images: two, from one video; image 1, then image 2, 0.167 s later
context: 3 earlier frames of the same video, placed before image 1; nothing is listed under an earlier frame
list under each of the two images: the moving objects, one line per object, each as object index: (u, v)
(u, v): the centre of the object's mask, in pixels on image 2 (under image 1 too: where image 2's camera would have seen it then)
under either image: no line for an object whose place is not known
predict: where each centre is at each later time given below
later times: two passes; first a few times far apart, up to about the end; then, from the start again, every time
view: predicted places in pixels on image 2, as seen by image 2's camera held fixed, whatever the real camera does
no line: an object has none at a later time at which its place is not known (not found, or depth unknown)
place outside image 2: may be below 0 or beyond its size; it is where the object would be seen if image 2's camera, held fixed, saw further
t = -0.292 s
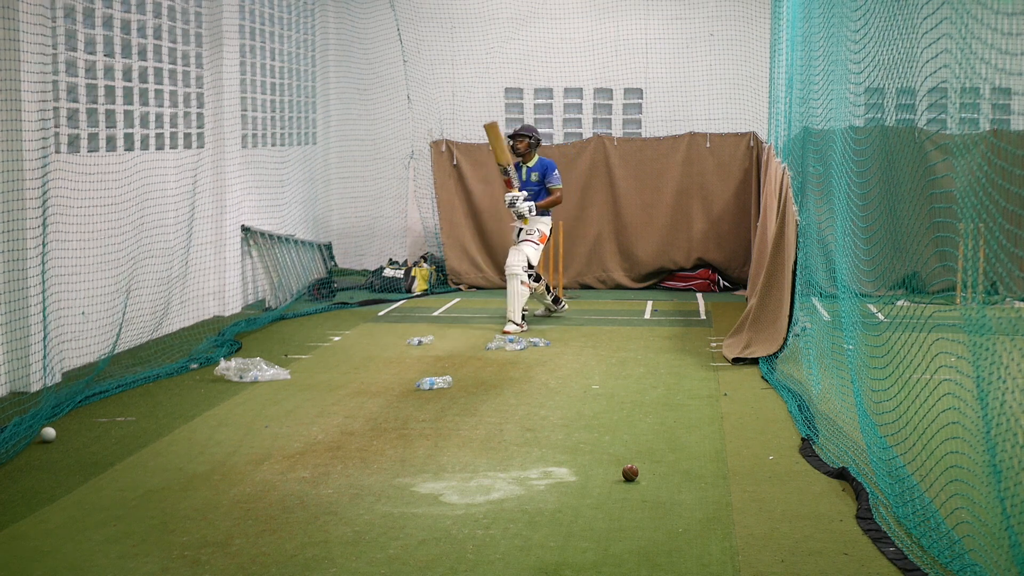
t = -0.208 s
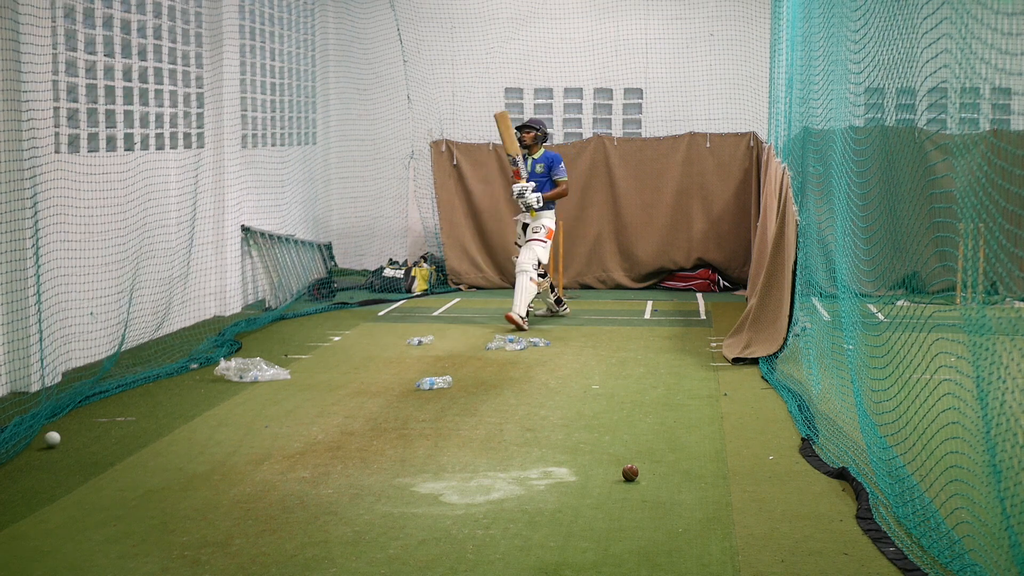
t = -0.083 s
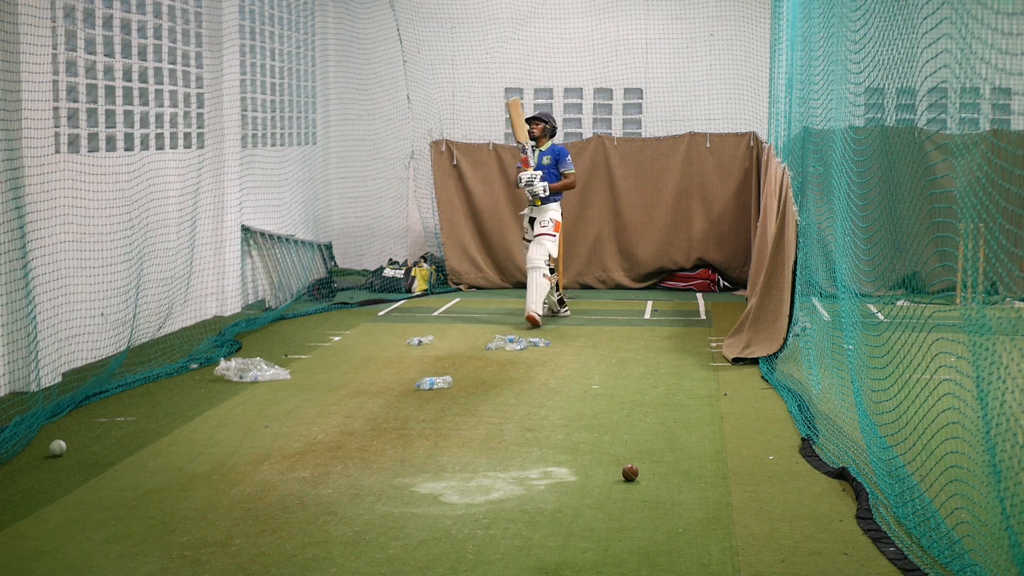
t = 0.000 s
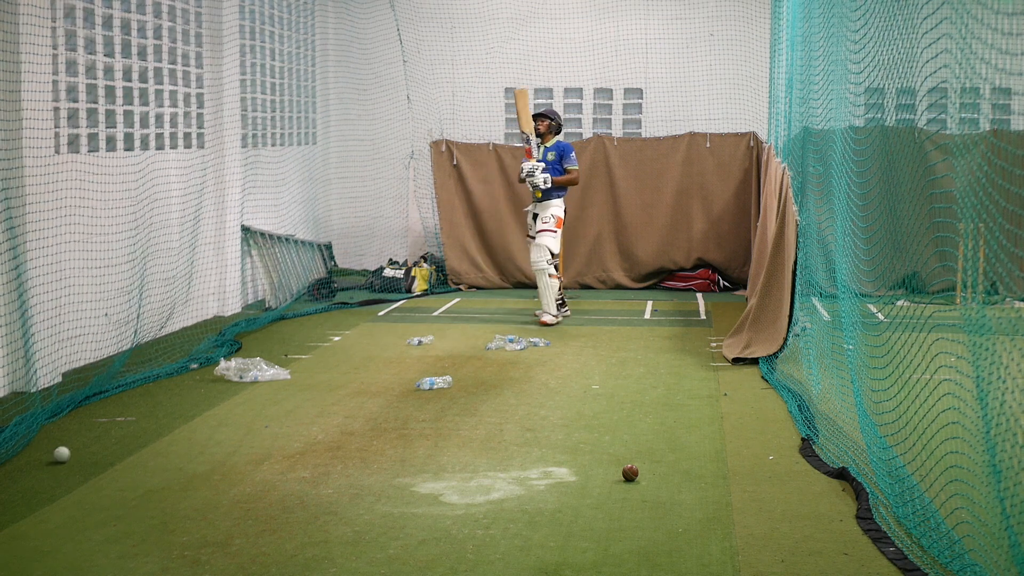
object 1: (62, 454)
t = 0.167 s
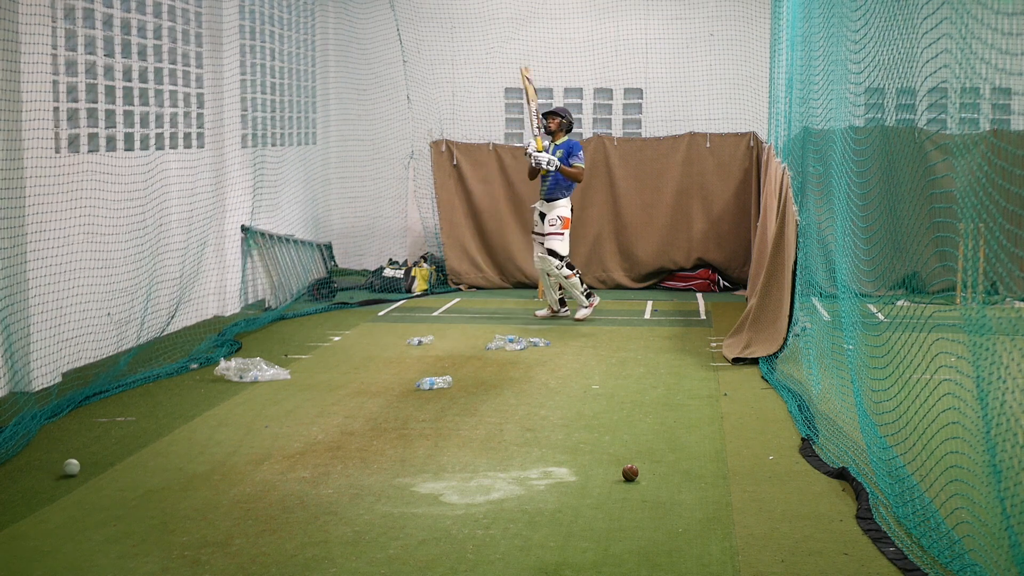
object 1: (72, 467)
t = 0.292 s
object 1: (80, 478)
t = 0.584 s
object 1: (99, 499)
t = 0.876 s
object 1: (119, 521)
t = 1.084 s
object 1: (133, 539)
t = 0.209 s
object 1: (74, 472)
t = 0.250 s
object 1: (76, 475)
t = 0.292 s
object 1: (80, 478)
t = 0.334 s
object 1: (82, 480)
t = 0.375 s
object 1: (85, 484)
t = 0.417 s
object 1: (87, 486)
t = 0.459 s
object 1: (91, 489)
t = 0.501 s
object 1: (94, 493)
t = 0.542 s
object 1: (96, 497)
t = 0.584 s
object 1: (99, 499)
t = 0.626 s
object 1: (102, 503)
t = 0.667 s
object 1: (104, 506)
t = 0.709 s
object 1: (108, 508)
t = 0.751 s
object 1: (111, 513)
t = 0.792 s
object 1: (113, 515)
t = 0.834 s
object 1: (116, 518)
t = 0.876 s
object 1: (119, 521)
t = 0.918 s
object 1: (122, 523)
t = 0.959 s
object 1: (125, 531)
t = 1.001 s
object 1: (127, 530)
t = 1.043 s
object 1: (131, 535)
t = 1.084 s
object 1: (133, 539)
